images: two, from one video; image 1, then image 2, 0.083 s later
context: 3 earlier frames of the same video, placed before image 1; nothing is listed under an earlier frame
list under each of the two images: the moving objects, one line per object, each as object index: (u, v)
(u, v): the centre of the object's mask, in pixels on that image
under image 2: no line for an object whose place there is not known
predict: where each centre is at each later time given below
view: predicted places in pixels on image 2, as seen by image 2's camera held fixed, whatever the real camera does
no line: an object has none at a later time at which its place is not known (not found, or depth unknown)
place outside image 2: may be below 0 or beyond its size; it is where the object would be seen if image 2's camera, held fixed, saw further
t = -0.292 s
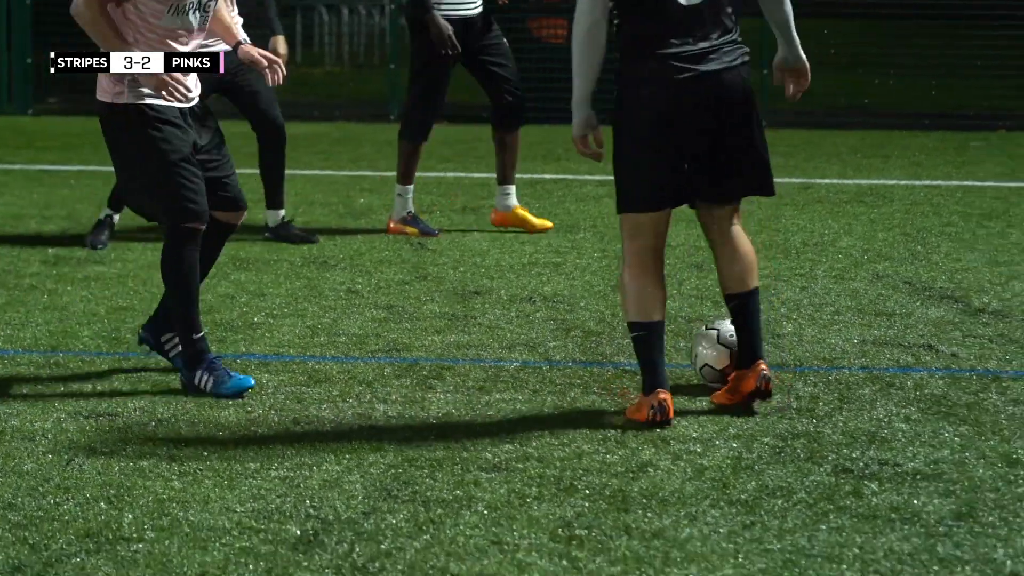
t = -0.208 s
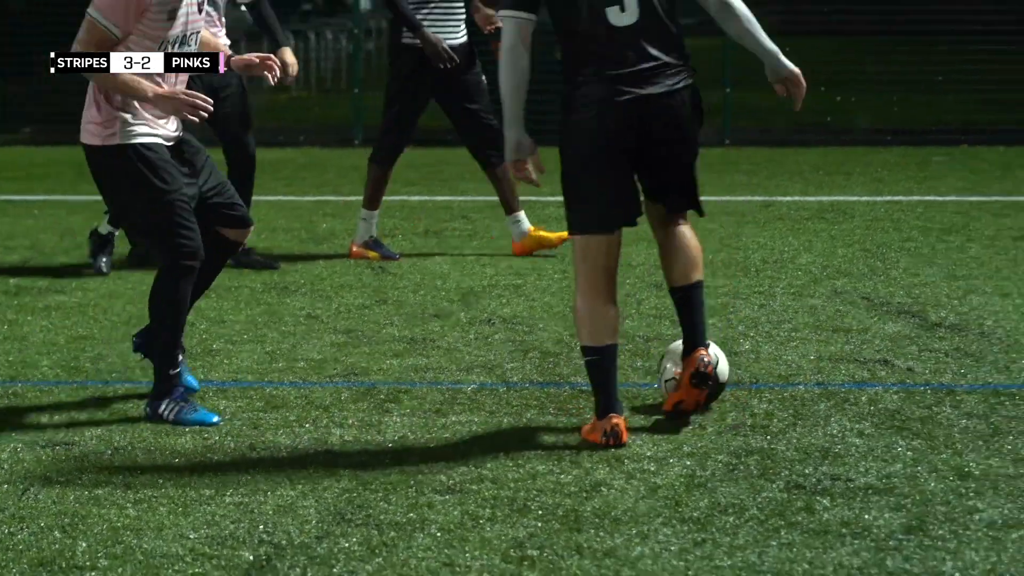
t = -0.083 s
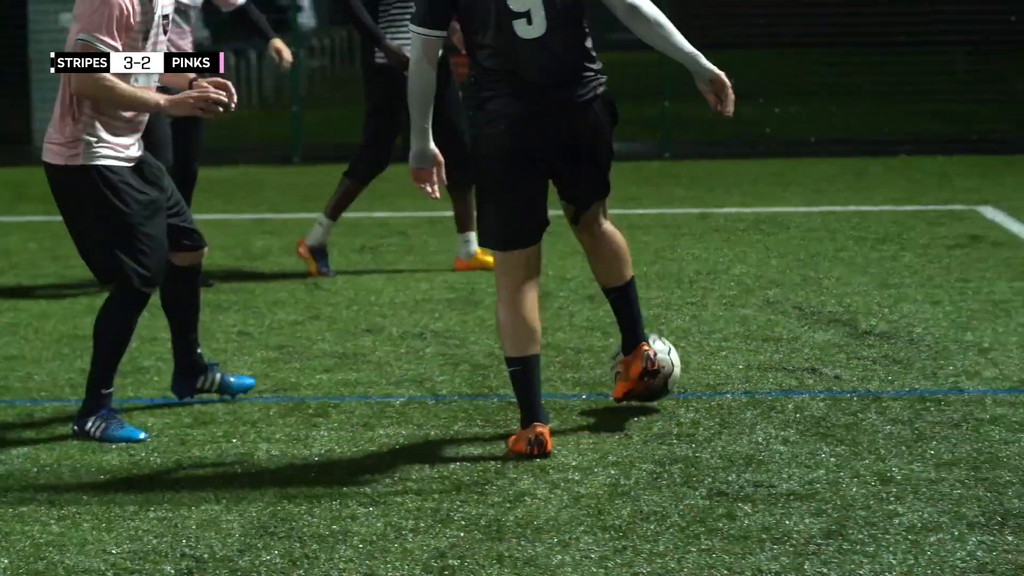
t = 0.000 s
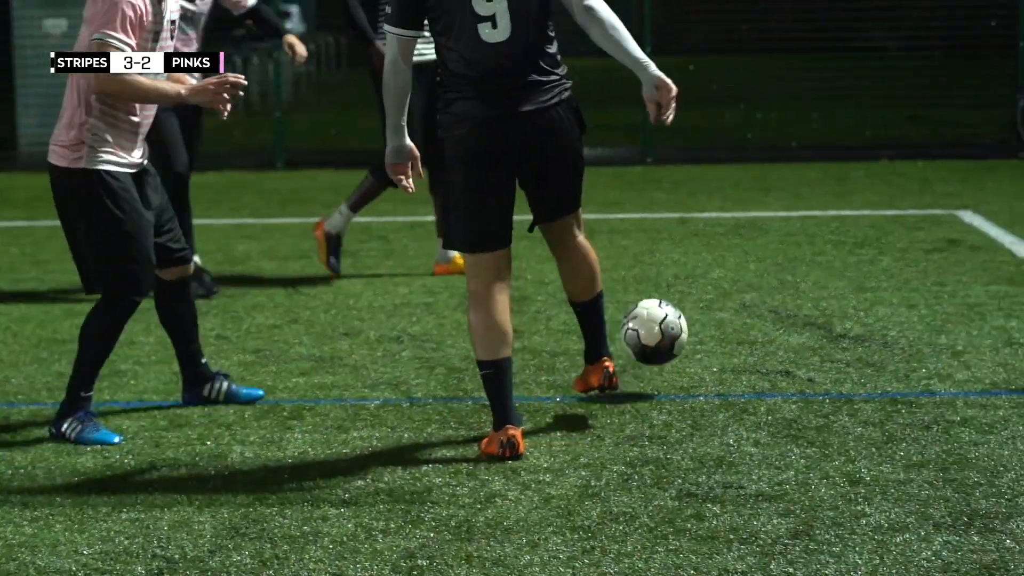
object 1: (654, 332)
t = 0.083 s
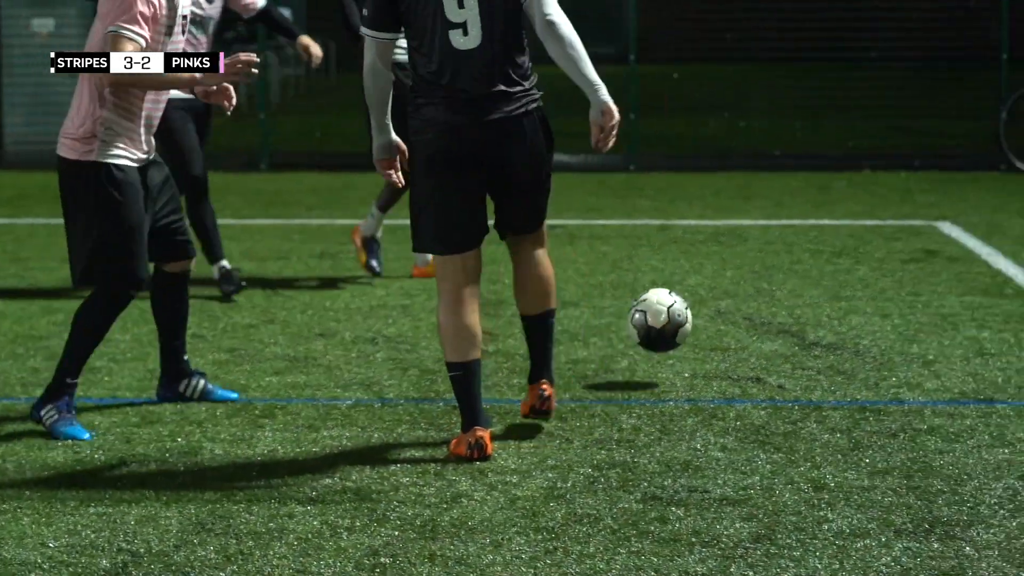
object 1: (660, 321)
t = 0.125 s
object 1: (676, 320)
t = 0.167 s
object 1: (691, 324)
